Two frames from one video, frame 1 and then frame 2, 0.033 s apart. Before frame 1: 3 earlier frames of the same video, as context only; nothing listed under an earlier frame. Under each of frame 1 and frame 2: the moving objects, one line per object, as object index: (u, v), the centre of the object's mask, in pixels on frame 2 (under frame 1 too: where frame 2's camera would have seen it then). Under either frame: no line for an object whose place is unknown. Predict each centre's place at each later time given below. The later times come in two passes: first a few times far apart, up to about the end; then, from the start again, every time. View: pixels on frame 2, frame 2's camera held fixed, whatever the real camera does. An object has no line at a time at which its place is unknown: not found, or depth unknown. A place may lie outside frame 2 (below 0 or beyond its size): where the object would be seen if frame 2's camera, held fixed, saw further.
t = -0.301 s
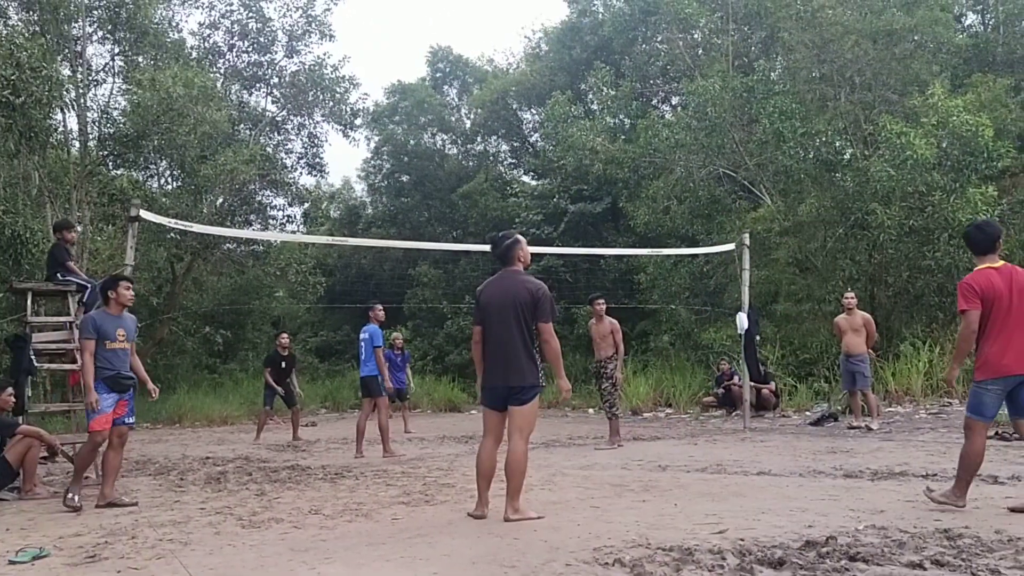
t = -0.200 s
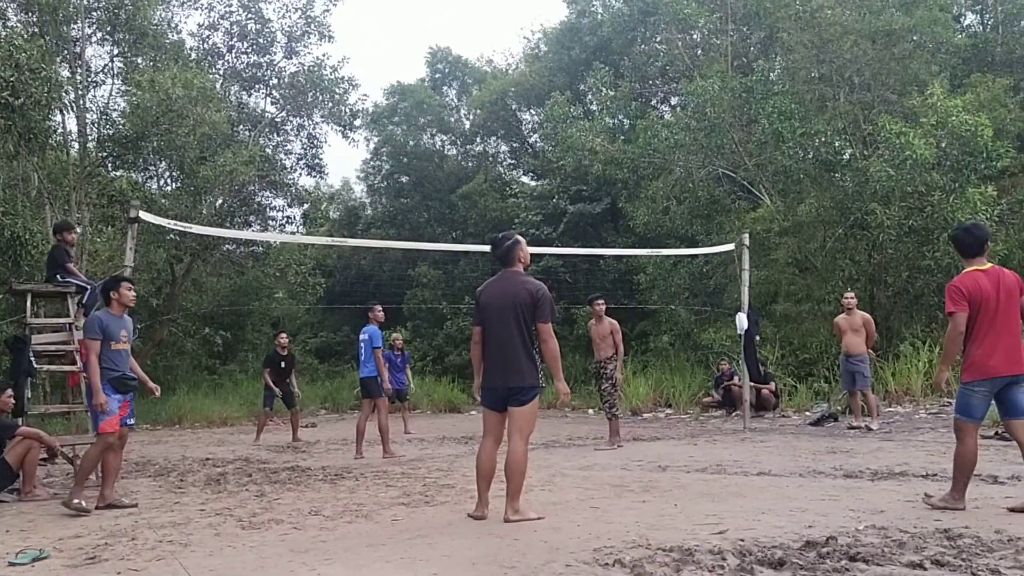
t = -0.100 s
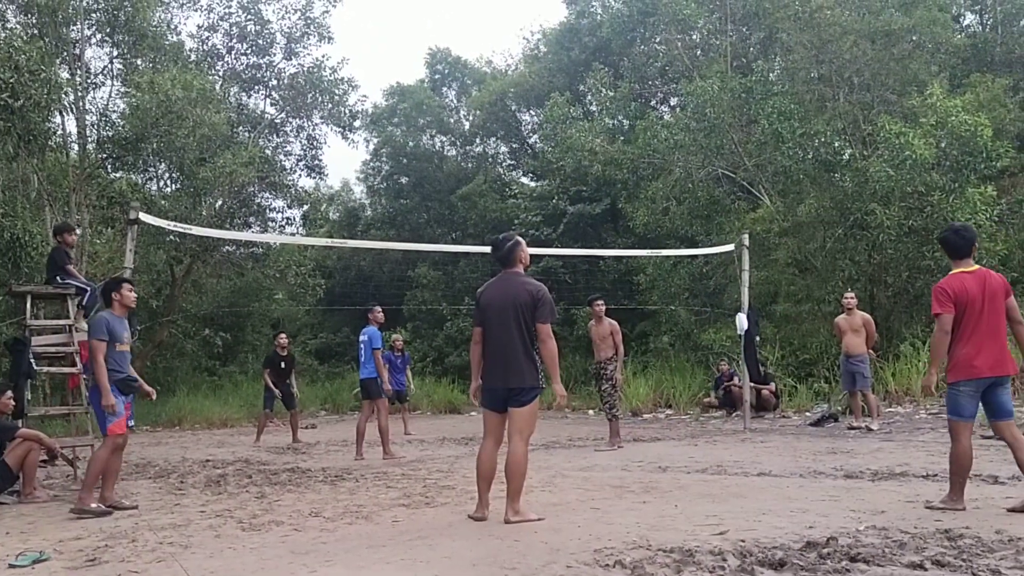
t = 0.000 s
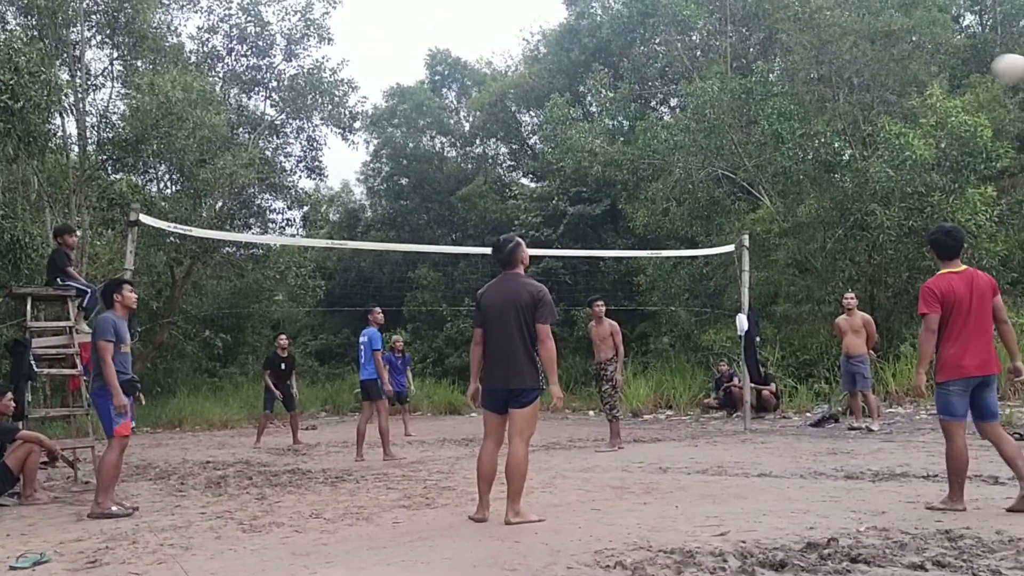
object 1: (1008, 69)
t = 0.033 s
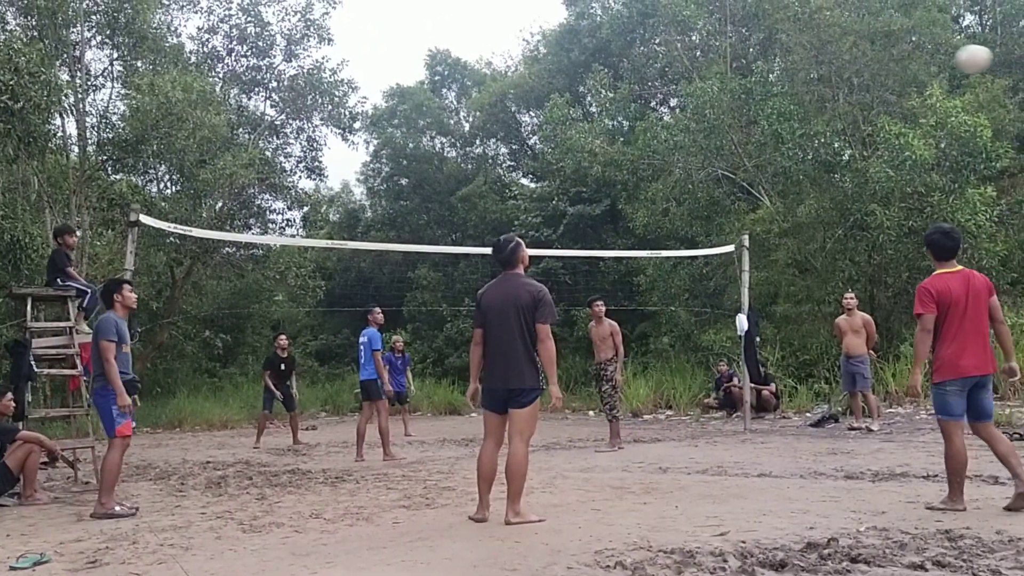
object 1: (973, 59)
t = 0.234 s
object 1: (788, 37)
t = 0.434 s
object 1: (652, 60)
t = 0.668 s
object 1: (530, 127)
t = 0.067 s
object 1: (939, 52)
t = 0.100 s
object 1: (905, 46)
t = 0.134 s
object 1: (873, 42)
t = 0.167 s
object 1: (843, 38)
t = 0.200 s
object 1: (815, 37)
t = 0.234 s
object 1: (788, 37)
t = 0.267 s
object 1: (762, 38)
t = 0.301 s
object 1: (738, 41)
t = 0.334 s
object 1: (715, 43)
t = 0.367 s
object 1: (693, 48)
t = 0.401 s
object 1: (671, 53)
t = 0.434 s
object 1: (652, 60)
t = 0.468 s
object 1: (632, 67)
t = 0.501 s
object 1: (613, 74)
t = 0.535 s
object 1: (595, 83)
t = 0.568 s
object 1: (578, 93)
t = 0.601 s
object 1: (562, 103)
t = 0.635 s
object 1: (546, 114)
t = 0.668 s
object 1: (530, 127)
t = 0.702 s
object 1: (515, 140)
